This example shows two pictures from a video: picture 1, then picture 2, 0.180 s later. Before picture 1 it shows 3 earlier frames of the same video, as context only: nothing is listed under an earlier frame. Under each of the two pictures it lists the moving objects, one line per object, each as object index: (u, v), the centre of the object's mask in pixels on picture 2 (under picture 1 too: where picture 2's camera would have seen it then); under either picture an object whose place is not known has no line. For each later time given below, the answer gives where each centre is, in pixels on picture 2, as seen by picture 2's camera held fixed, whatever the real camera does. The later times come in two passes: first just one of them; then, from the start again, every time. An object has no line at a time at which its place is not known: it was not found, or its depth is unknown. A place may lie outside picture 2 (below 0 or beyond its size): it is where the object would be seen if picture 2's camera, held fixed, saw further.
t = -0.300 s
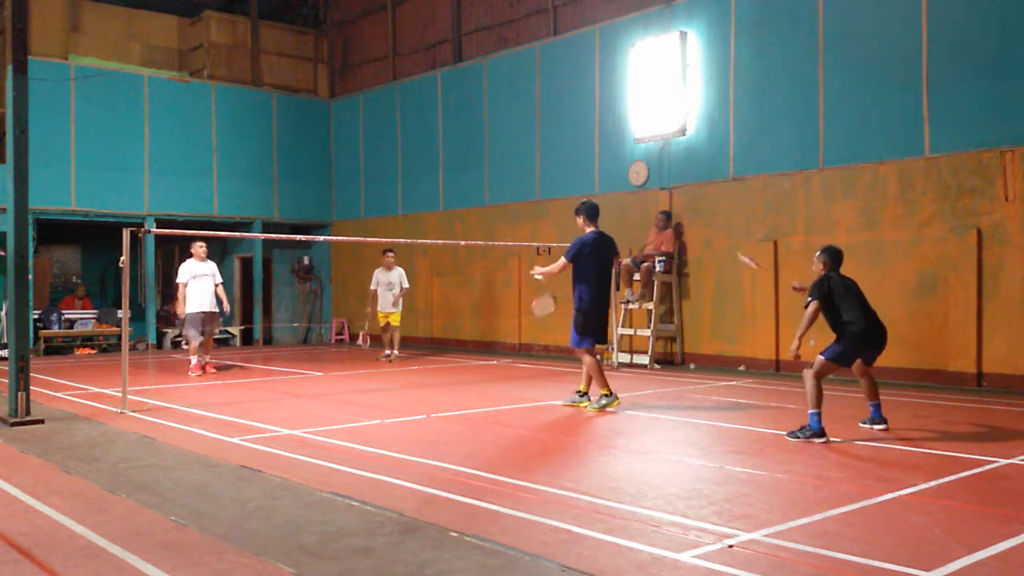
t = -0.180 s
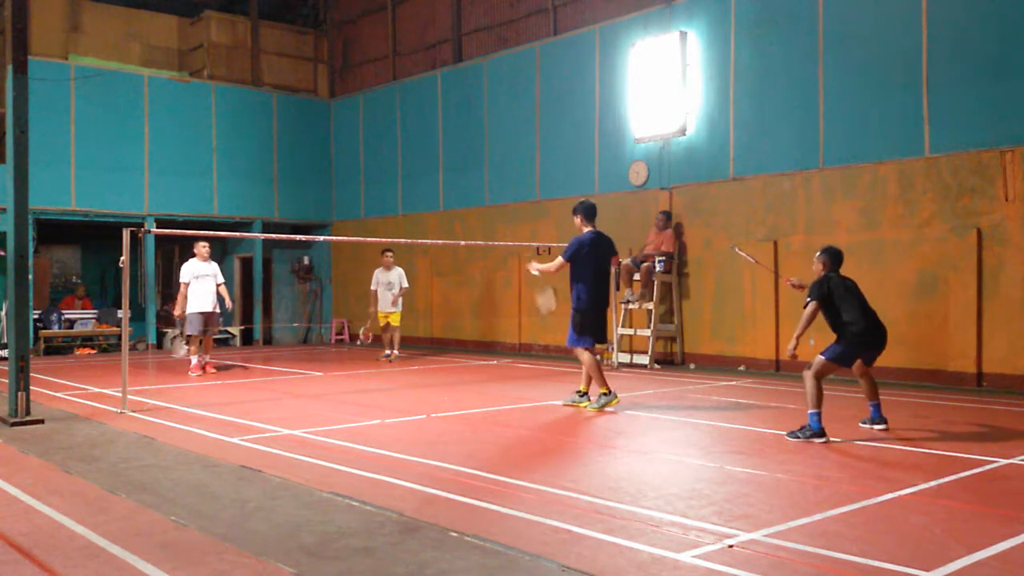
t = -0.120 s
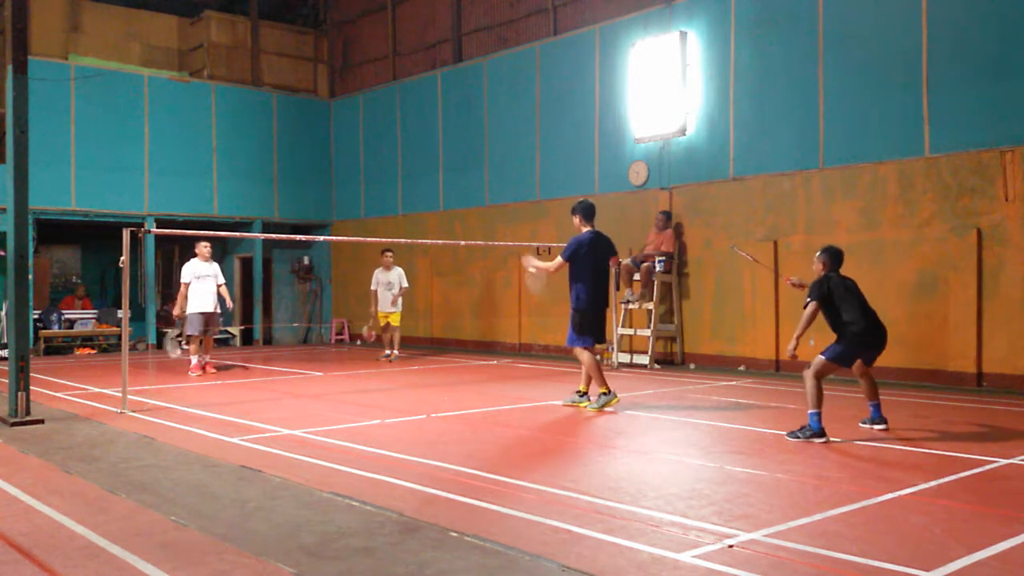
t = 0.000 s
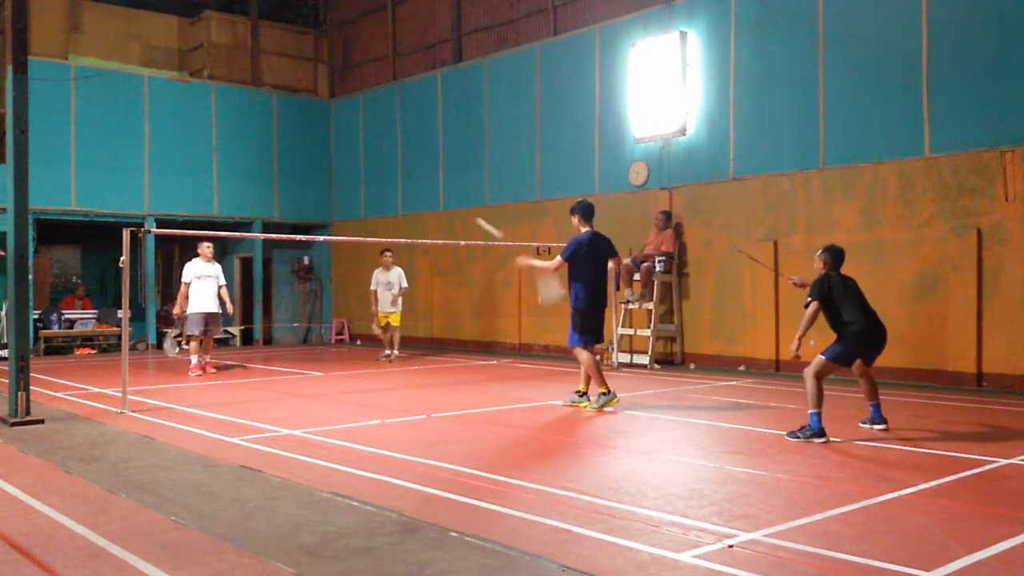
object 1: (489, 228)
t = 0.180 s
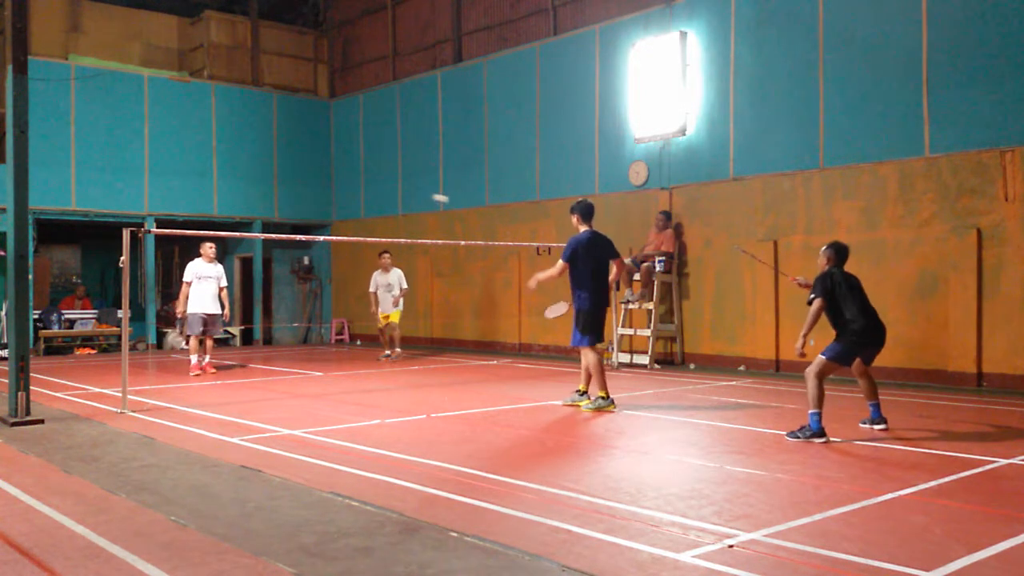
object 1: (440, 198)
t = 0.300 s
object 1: (417, 199)
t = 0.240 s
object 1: (427, 197)
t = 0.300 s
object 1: (417, 199)
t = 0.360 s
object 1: (408, 203)
